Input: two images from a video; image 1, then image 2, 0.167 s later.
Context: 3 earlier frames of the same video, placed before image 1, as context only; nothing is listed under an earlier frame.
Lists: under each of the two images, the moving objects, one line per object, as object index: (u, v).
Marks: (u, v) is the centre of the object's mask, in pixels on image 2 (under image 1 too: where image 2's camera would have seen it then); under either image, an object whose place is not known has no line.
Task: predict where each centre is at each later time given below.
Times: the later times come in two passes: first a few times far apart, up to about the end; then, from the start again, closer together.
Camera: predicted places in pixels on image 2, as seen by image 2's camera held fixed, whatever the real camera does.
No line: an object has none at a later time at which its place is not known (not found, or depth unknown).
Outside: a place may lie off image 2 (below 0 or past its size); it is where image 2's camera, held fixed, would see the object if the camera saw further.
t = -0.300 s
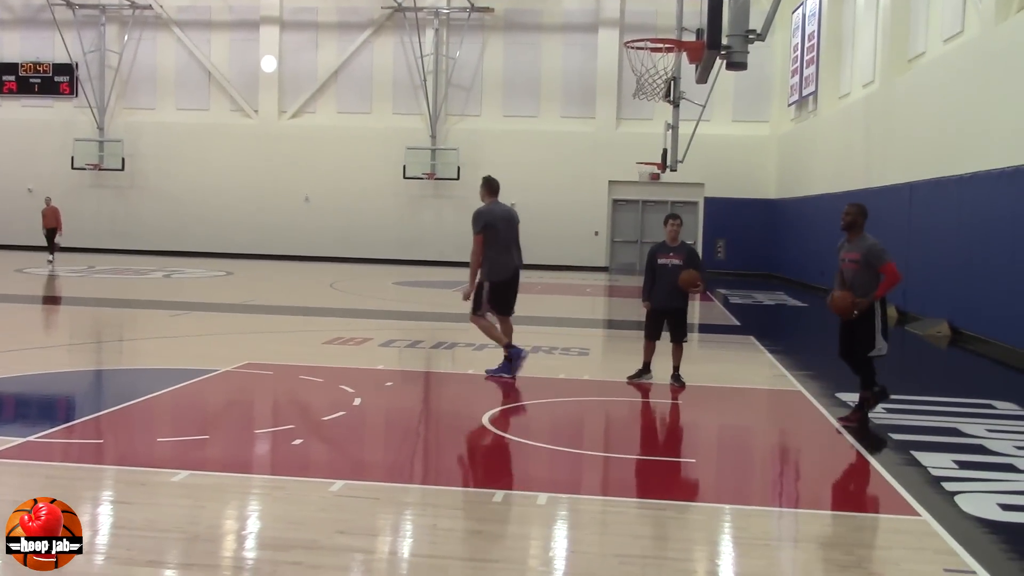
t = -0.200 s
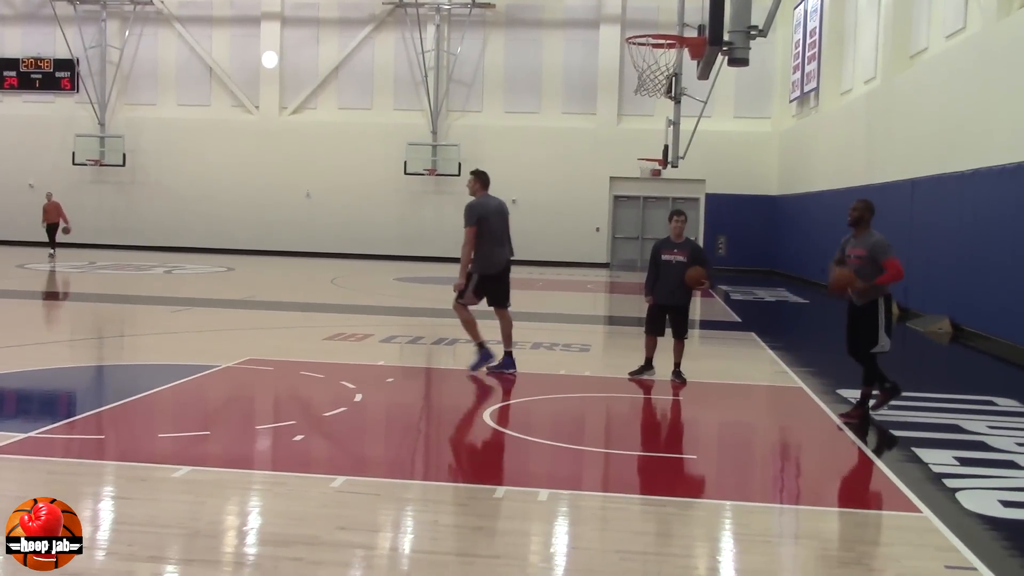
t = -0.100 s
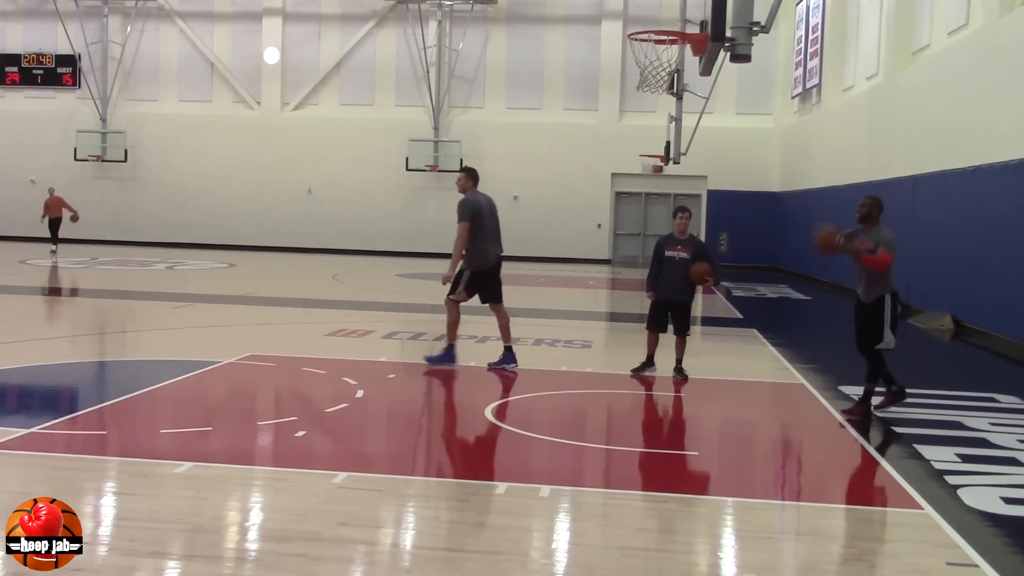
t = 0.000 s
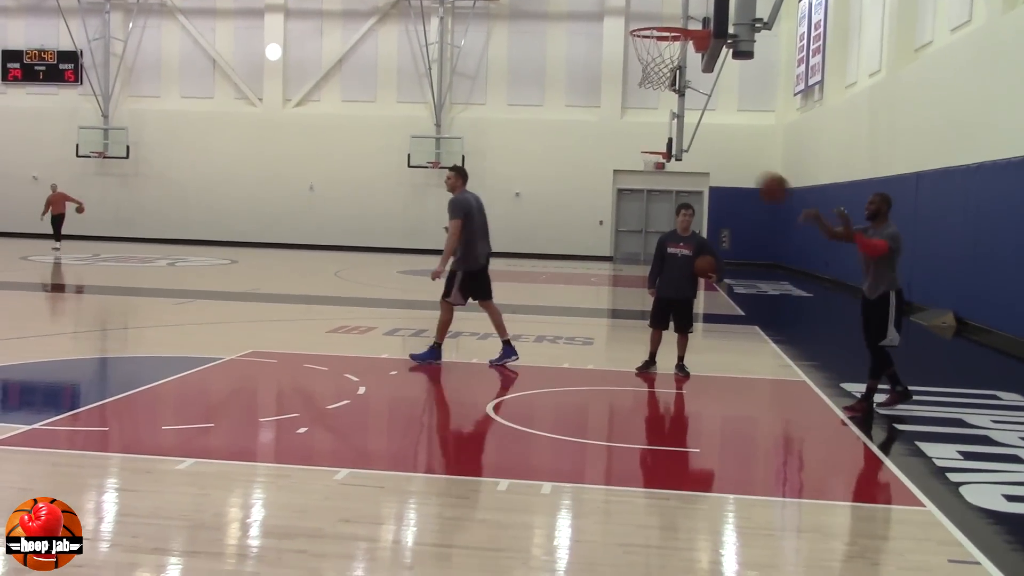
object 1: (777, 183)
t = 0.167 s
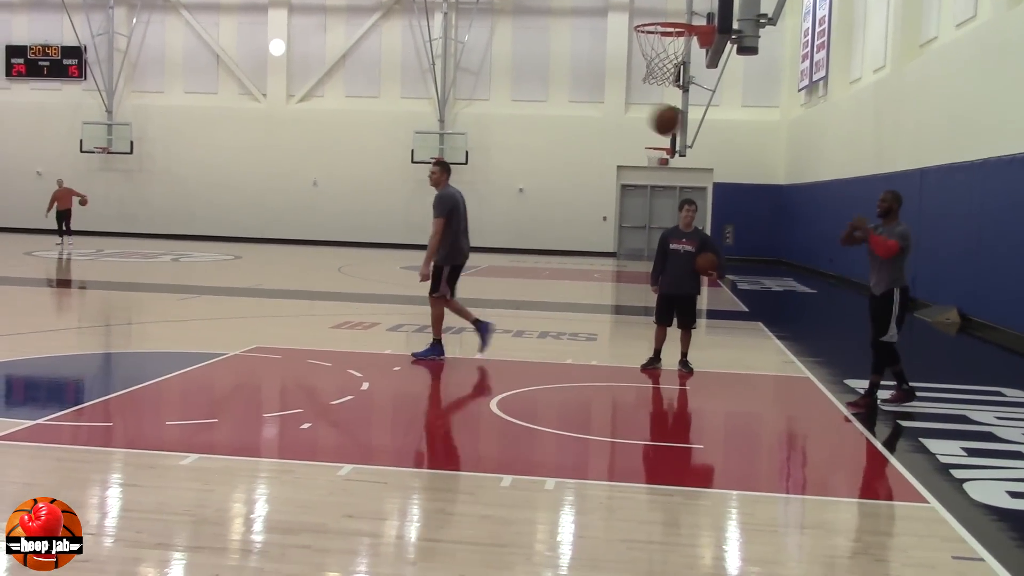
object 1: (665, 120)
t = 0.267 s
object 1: (594, 96)
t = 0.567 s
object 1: (347, 100)
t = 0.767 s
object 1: (156, 181)
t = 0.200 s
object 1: (642, 110)
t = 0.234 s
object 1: (619, 103)
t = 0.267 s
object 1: (594, 96)
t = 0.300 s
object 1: (569, 91)
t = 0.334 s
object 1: (543, 87)
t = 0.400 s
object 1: (490, 83)
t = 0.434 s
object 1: (464, 83)
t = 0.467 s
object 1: (436, 85)
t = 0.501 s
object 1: (406, 89)
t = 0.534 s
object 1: (378, 94)
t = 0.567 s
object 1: (347, 100)
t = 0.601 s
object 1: (318, 109)
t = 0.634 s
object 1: (288, 119)
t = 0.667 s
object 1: (256, 131)
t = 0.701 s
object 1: (223, 146)
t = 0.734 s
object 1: (191, 162)
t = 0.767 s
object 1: (156, 181)
